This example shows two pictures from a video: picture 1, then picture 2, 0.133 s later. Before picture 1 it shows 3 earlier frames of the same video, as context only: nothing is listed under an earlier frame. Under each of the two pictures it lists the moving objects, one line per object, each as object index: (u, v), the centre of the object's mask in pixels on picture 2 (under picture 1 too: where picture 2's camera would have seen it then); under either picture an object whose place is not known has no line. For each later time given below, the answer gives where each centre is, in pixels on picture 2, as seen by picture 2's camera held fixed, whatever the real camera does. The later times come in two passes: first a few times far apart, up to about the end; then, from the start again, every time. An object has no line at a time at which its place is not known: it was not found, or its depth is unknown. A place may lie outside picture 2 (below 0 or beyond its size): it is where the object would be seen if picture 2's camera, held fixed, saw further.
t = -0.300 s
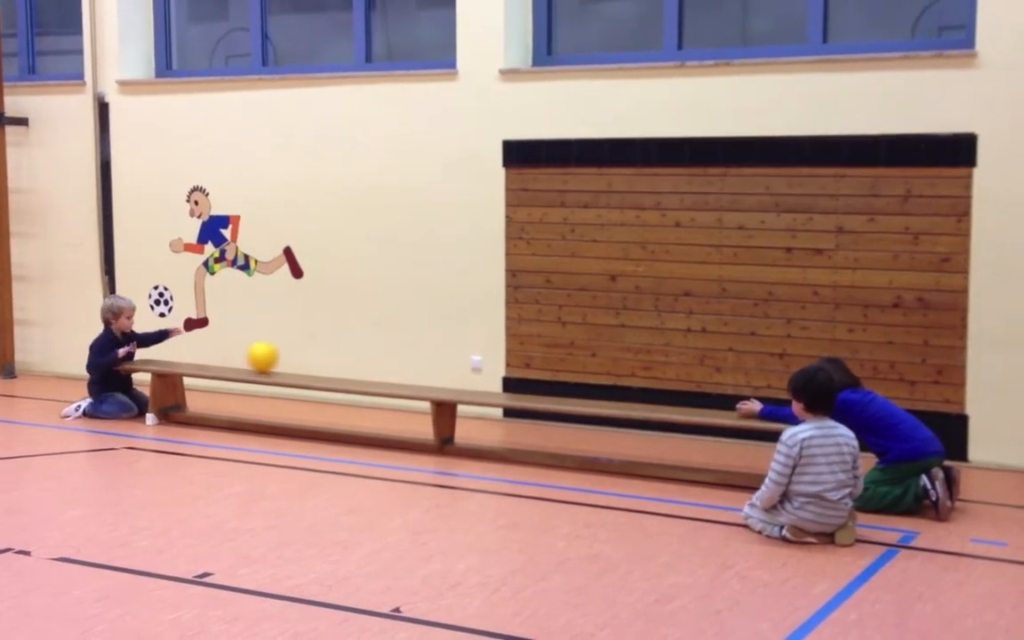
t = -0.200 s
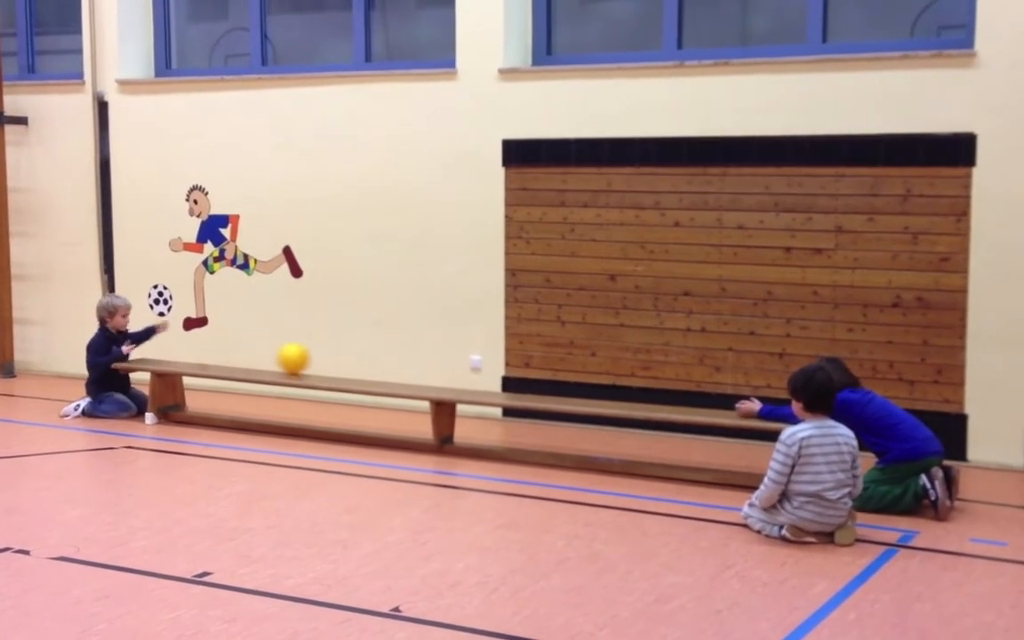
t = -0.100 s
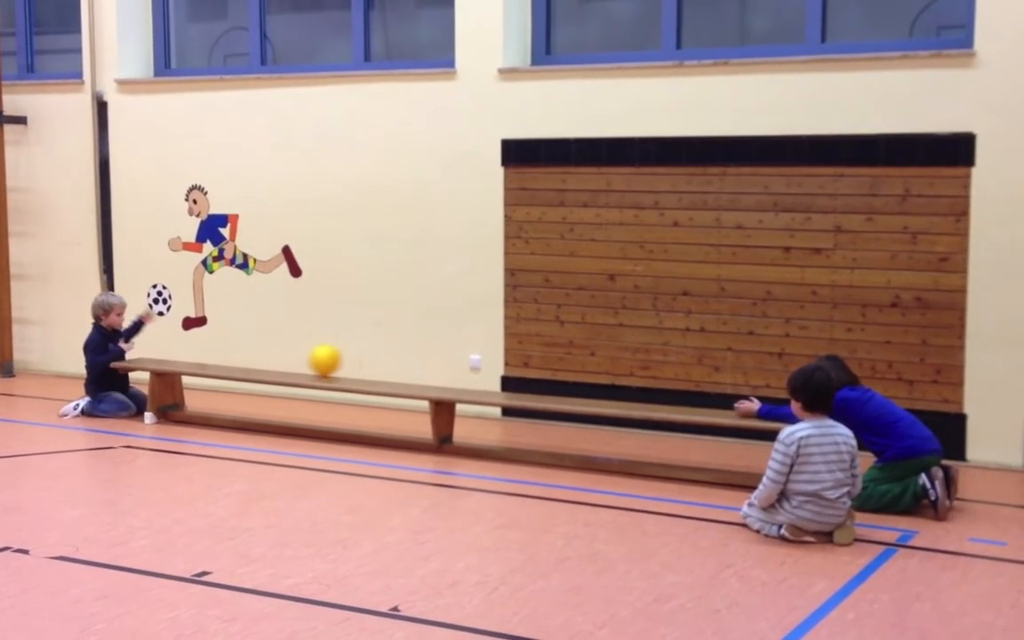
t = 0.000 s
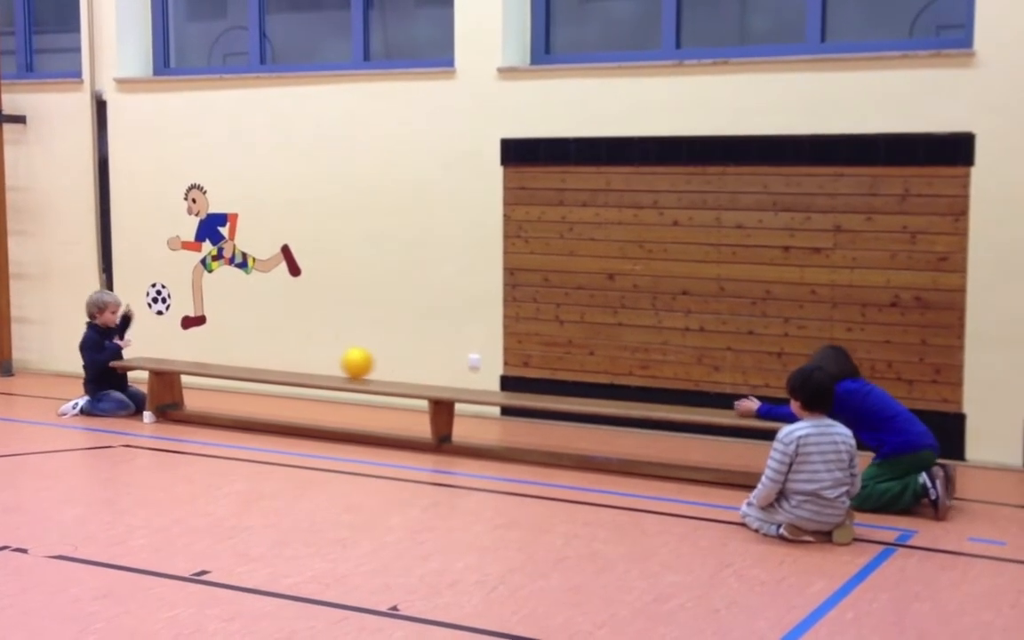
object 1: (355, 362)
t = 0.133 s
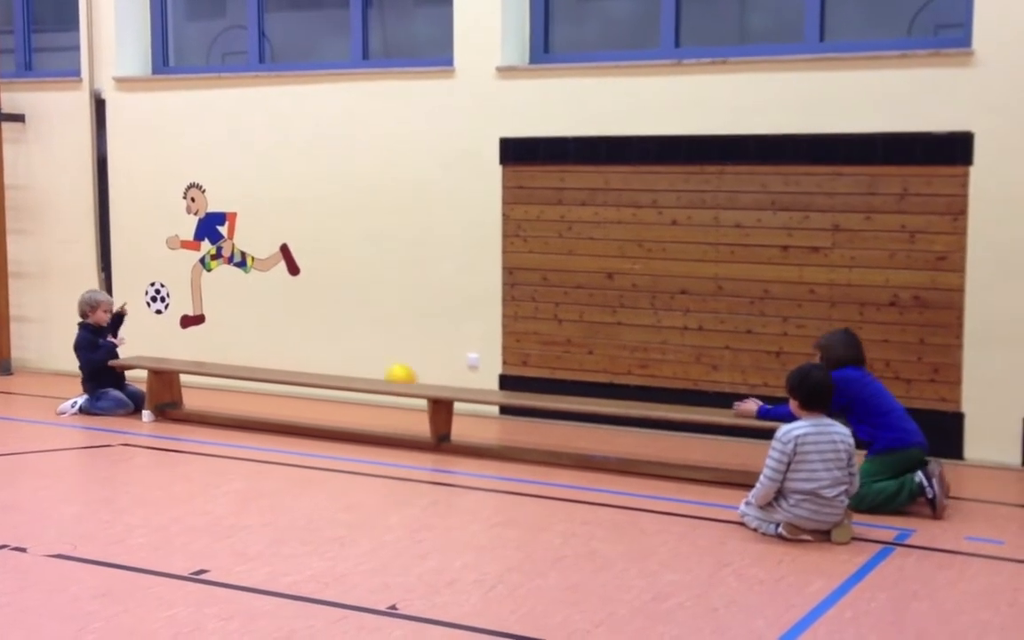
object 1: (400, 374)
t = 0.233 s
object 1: (422, 412)
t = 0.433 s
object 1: (504, 380)
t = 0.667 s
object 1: (584, 391)
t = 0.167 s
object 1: (410, 378)
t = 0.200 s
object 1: (416, 405)
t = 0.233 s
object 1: (422, 412)
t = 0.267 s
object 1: (455, 425)
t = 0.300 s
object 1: (461, 415)
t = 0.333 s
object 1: (468, 410)
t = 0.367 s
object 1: (479, 385)
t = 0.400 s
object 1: (493, 382)
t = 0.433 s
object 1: (504, 380)
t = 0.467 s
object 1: (515, 379)
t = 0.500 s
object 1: (526, 378)
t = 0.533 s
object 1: (537, 379)
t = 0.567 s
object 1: (549, 381)
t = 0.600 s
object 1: (561, 384)
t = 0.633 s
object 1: (573, 387)
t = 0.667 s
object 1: (584, 391)
